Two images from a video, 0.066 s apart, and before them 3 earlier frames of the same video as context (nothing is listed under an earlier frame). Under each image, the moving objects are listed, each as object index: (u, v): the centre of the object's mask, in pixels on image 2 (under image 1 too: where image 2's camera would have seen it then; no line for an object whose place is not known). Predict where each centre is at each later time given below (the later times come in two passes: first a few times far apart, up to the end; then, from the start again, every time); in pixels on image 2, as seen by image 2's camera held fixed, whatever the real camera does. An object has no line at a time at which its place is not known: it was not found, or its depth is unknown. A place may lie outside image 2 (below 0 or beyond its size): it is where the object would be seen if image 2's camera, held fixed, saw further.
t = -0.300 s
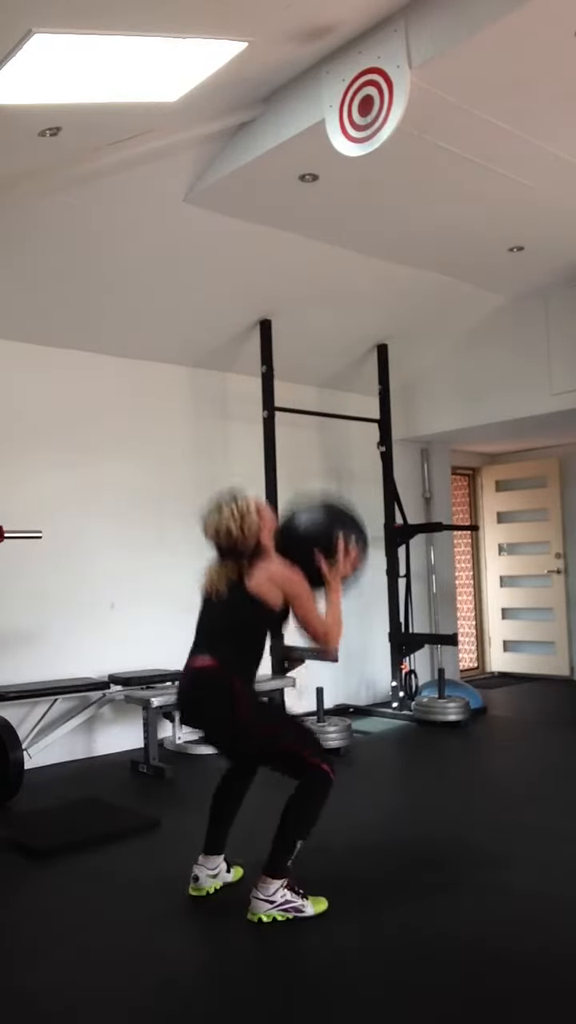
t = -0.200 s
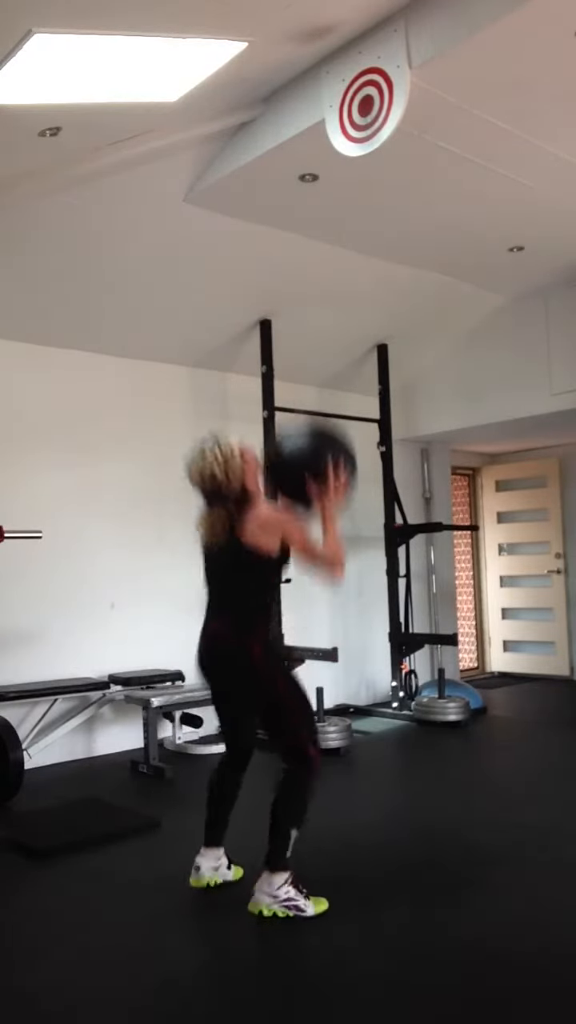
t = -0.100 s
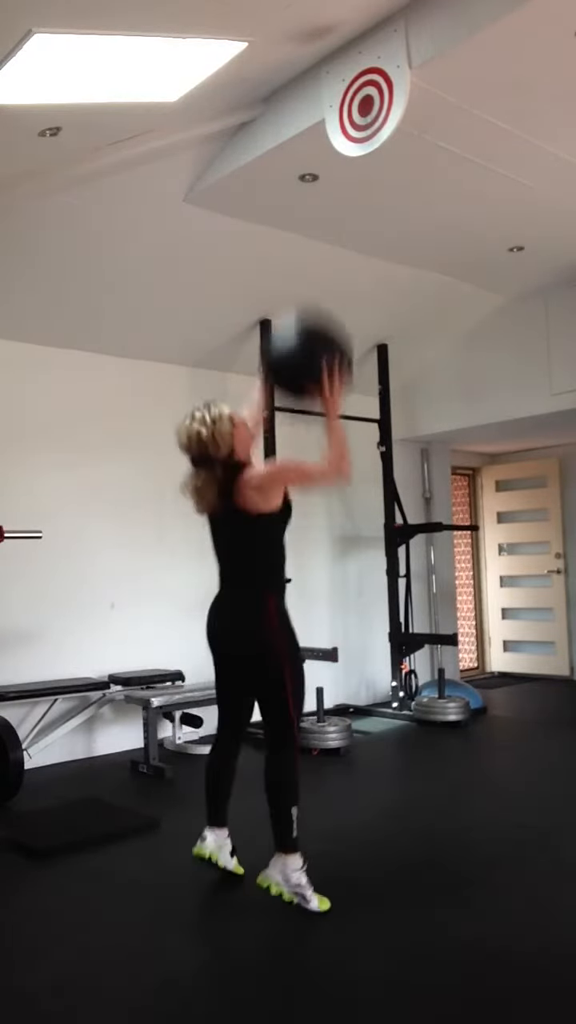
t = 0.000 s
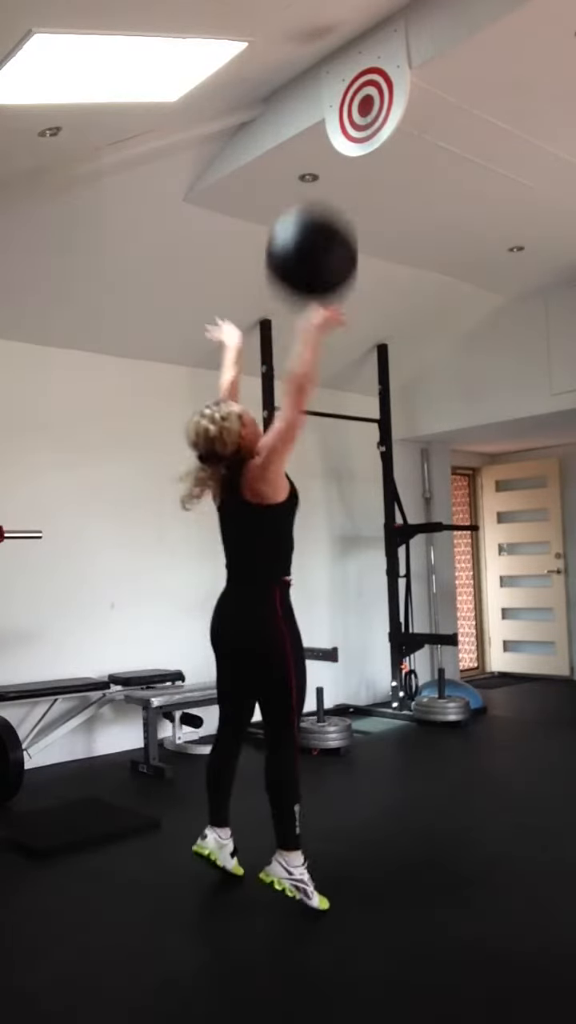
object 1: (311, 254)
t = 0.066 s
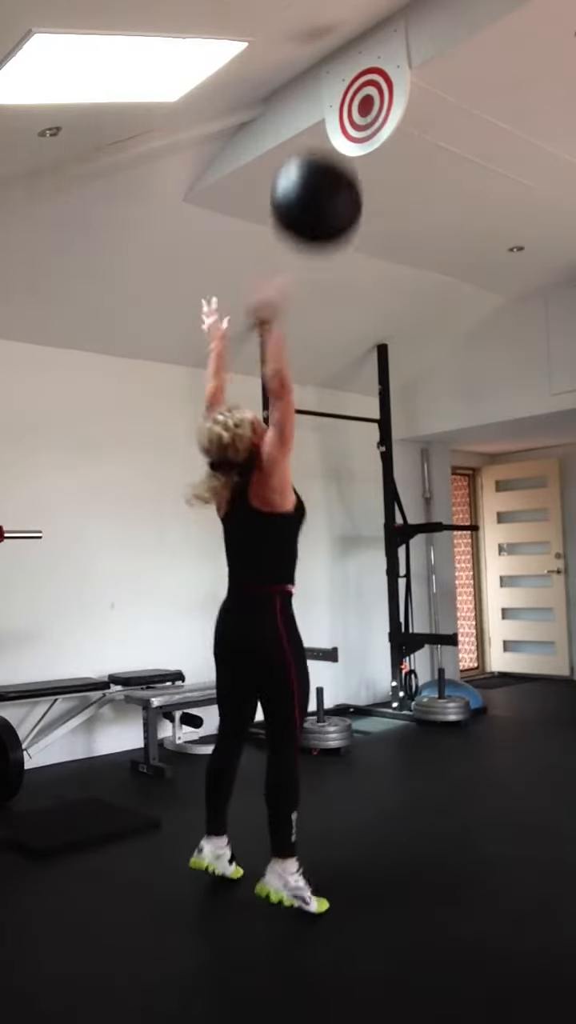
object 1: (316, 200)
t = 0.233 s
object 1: (330, 118)
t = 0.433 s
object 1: (328, 108)
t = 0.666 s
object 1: (310, 215)
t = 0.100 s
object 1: (317, 180)
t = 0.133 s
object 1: (320, 161)
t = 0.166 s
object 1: (322, 143)
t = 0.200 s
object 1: (326, 130)
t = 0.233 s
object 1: (330, 118)
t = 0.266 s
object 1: (332, 110)
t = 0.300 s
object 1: (335, 104)
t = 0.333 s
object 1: (336, 102)
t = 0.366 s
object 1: (335, 103)
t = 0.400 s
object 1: (332, 104)
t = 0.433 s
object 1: (328, 108)
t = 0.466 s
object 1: (324, 115)
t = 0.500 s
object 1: (322, 125)
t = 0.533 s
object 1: (318, 138)
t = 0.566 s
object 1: (316, 153)
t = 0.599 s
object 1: (314, 171)
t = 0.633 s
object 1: (312, 191)
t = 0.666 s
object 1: (310, 215)
